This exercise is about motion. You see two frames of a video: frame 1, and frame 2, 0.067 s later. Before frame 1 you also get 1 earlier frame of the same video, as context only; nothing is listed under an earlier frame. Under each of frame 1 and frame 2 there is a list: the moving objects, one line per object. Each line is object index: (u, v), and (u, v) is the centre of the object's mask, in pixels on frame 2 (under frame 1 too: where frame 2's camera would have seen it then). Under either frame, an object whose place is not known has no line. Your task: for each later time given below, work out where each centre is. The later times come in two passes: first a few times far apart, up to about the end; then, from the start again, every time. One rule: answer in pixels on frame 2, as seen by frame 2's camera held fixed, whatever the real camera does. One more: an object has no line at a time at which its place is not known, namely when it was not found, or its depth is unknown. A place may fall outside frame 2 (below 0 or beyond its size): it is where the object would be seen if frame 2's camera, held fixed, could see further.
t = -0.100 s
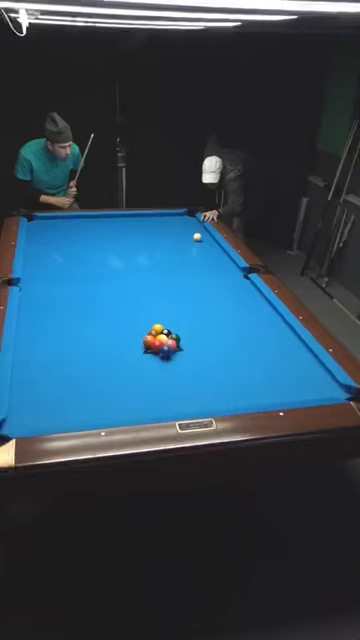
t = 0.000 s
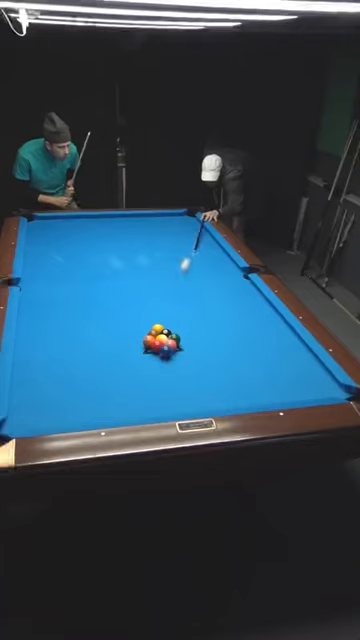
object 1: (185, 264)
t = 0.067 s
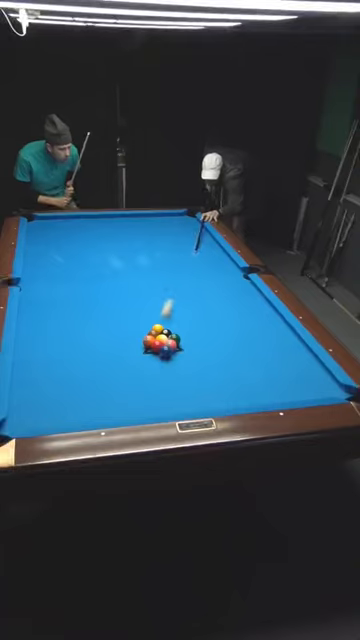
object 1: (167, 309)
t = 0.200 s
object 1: (173, 320)
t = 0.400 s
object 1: (194, 319)
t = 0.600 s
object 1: (209, 319)
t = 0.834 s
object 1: (227, 318)
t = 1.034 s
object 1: (240, 317)
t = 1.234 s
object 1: (253, 317)
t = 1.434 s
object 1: (266, 316)
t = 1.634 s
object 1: (275, 316)
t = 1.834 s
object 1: (269, 315)
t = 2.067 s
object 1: (262, 314)
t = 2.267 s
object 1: (257, 314)
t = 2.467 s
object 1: (253, 313)
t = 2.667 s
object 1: (249, 313)
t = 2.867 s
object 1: (246, 312)
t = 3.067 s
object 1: (243, 312)
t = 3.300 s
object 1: (242, 312)
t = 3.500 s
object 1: (240, 312)
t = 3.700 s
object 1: (240, 312)
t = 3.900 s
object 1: (240, 312)
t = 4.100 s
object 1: (240, 312)
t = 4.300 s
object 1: (240, 312)
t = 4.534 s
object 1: (240, 312)
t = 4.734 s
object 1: (240, 312)
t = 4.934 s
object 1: (240, 312)
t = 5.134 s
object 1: (240, 312)
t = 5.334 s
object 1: (240, 312)
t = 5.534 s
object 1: (240, 312)
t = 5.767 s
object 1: (240, 312)
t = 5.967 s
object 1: (240, 312)
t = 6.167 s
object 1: (240, 311)
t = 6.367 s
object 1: (240, 312)
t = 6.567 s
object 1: (240, 312)
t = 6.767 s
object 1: (240, 312)
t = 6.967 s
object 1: (240, 312)
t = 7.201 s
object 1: (240, 311)
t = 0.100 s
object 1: (163, 320)
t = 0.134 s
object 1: (166, 321)
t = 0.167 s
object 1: (171, 321)
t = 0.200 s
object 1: (173, 320)
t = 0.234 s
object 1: (178, 321)
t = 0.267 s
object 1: (183, 320)
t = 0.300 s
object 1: (185, 319)
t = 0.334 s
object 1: (189, 319)
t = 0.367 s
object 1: (192, 319)
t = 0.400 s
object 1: (194, 319)
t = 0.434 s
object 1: (197, 319)
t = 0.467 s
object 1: (200, 319)
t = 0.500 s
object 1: (202, 319)
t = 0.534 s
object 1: (204, 319)
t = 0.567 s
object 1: (207, 319)
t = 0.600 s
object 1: (209, 319)
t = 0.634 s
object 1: (212, 318)
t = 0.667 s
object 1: (215, 318)
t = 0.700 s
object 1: (217, 318)
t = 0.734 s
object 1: (220, 318)
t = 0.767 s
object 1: (222, 318)
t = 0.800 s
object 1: (224, 318)
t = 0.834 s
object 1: (227, 318)
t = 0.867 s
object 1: (230, 318)
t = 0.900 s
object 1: (231, 318)
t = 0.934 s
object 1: (234, 318)
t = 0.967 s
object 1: (236, 318)
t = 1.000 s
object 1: (238, 318)
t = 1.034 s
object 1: (240, 317)
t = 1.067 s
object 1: (243, 317)
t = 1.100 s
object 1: (245, 317)
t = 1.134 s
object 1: (247, 317)
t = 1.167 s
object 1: (250, 317)
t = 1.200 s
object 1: (251, 317)
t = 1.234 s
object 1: (253, 317)
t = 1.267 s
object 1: (256, 317)
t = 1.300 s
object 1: (258, 317)
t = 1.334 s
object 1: (260, 317)
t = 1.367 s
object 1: (262, 317)
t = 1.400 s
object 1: (264, 316)
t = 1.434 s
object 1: (266, 316)
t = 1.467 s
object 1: (269, 317)
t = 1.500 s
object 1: (270, 316)
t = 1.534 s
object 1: (272, 316)
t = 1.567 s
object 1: (275, 316)
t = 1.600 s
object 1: (276, 316)
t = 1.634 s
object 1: (275, 316)
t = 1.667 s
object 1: (273, 316)
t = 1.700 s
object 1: (273, 316)
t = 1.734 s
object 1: (271, 316)
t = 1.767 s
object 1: (271, 316)
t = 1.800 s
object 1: (270, 316)
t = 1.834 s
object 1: (269, 315)
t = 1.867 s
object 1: (267, 315)
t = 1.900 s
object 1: (266, 315)
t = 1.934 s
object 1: (266, 315)
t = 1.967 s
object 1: (264, 315)
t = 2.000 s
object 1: (264, 315)
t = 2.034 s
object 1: (263, 315)
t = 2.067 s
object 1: (262, 314)
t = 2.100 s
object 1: (261, 314)
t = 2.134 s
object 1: (260, 314)
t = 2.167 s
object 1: (259, 314)
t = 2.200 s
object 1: (259, 314)
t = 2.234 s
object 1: (258, 314)
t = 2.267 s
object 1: (257, 314)
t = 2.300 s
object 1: (256, 313)
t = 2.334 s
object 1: (255, 313)
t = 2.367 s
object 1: (255, 313)
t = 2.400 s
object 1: (254, 313)
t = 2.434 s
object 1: (253, 313)
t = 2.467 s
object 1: (253, 313)
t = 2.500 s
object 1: (252, 313)
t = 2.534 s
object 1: (251, 313)
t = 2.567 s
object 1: (251, 313)
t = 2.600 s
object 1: (250, 313)
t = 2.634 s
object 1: (249, 313)
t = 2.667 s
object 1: (249, 313)
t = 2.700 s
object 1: (249, 313)
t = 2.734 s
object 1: (248, 312)
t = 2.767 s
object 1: (248, 312)
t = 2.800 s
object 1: (247, 312)
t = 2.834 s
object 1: (246, 312)
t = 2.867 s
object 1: (246, 312)
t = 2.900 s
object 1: (246, 312)
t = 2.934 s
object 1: (246, 312)
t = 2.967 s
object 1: (245, 312)
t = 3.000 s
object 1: (244, 312)
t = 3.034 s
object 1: (244, 312)
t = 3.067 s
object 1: (243, 312)
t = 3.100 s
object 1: (243, 312)
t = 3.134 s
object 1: (243, 312)
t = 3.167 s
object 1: (242, 312)
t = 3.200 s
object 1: (242, 312)
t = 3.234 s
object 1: (242, 312)
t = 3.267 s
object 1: (242, 312)
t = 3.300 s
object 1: (242, 312)
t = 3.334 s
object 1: (241, 312)
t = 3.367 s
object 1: (241, 312)
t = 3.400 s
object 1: (241, 312)
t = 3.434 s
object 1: (241, 312)
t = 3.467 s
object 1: (240, 312)
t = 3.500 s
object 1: (240, 312)
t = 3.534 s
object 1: (240, 312)
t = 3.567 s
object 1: (240, 312)
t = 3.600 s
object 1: (240, 312)
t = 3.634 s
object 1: (240, 312)
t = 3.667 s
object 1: (240, 312)
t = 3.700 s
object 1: (240, 312)
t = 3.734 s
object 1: (240, 312)
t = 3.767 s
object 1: (240, 312)
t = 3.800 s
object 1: (240, 312)
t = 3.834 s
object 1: (240, 312)
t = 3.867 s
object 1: (240, 312)
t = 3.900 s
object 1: (240, 312)
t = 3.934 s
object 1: (240, 312)
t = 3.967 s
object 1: (240, 312)
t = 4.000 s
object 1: (240, 312)
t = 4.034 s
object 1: (240, 312)
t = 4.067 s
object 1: (240, 312)
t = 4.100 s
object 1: (240, 312)
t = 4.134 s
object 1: (240, 312)
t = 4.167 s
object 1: (240, 312)
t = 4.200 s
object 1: (240, 312)
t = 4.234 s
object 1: (240, 312)
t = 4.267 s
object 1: (240, 312)
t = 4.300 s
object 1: (240, 312)
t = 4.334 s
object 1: (240, 312)
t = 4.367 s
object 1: (240, 312)
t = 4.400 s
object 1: (240, 312)
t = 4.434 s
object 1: (240, 312)
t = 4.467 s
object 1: (240, 312)
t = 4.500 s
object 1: (240, 312)
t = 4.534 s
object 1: (240, 312)
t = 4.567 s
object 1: (240, 312)
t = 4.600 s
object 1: (240, 312)
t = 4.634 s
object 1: (240, 312)
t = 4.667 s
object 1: (240, 312)
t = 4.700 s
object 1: (240, 312)
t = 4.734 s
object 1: (240, 312)
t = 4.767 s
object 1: (240, 312)
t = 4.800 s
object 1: (240, 312)
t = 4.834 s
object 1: (240, 312)
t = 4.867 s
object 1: (240, 312)
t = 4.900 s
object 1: (240, 312)
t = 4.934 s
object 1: (240, 312)
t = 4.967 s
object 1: (240, 312)
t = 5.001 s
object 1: (240, 312)
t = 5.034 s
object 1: (240, 312)
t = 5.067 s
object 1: (240, 312)
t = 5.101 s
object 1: (240, 312)
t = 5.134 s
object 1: (240, 312)
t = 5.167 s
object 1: (240, 311)
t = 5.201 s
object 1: (240, 311)
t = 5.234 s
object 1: (240, 311)
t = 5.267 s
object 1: (240, 311)
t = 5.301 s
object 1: (240, 311)
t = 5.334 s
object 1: (240, 312)
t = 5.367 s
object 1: (240, 311)
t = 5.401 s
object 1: (240, 311)
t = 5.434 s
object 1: (240, 312)
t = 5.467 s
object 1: (240, 312)
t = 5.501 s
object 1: (240, 312)
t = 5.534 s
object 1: (240, 312)
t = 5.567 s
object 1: (240, 312)
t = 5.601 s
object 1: (240, 312)
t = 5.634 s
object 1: (240, 312)
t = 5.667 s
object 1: (240, 312)
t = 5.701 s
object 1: (240, 312)
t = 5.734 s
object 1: (240, 312)
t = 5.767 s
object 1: (240, 312)
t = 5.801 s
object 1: (240, 312)
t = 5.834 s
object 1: (240, 311)
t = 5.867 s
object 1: (240, 311)
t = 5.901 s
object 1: (240, 312)
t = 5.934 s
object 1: (240, 311)
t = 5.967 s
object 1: (240, 312)
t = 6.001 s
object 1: (240, 311)
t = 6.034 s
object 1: (240, 311)
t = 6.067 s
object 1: (240, 312)
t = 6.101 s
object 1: (240, 312)
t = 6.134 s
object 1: (240, 312)
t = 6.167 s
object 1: (240, 311)
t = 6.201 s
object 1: (240, 311)
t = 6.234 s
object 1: (240, 311)
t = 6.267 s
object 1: (240, 312)
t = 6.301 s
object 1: (240, 311)
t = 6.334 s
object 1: (240, 311)
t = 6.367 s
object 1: (240, 312)
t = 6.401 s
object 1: (240, 312)
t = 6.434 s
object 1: (240, 312)
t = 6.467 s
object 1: (240, 312)
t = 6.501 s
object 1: (240, 312)
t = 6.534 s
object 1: (240, 312)
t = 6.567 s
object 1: (240, 312)
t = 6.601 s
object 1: (240, 312)
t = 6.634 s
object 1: (240, 312)
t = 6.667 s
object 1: (240, 312)
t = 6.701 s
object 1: (240, 312)
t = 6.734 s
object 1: (240, 312)
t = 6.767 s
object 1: (240, 312)
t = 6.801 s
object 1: (240, 311)
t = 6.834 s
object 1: (240, 312)
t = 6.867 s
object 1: (240, 311)
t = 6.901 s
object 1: (240, 312)
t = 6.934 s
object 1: (240, 312)
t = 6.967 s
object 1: (240, 312)
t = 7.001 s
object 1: (240, 312)
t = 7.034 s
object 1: (240, 312)
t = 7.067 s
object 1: (240, 312)
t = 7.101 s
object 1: (240, 312)
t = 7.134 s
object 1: (240, 311)
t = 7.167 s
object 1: (240, 312)
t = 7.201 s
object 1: (240, 311)
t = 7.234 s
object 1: (240, 311)
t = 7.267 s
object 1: (240, 311)
